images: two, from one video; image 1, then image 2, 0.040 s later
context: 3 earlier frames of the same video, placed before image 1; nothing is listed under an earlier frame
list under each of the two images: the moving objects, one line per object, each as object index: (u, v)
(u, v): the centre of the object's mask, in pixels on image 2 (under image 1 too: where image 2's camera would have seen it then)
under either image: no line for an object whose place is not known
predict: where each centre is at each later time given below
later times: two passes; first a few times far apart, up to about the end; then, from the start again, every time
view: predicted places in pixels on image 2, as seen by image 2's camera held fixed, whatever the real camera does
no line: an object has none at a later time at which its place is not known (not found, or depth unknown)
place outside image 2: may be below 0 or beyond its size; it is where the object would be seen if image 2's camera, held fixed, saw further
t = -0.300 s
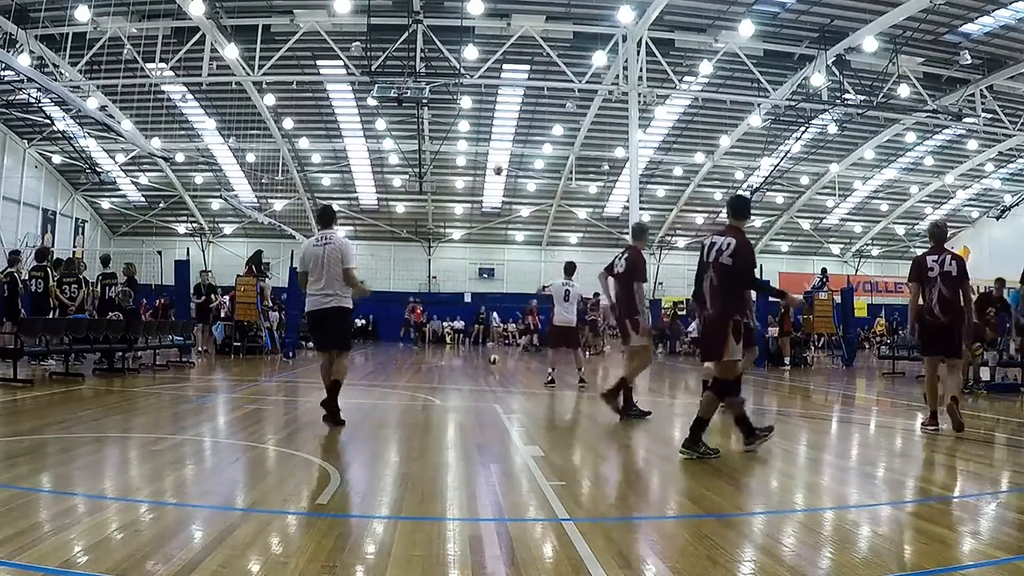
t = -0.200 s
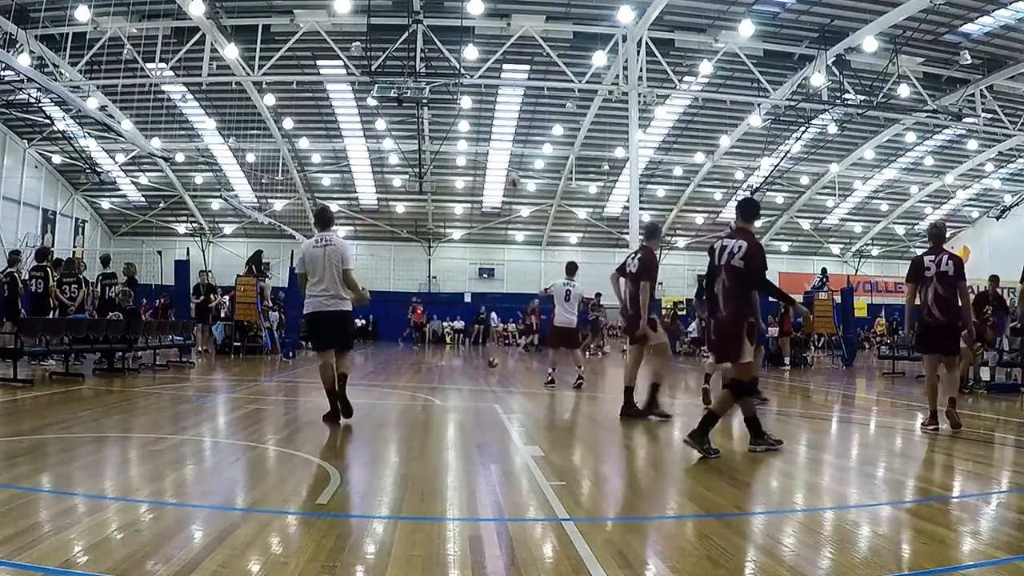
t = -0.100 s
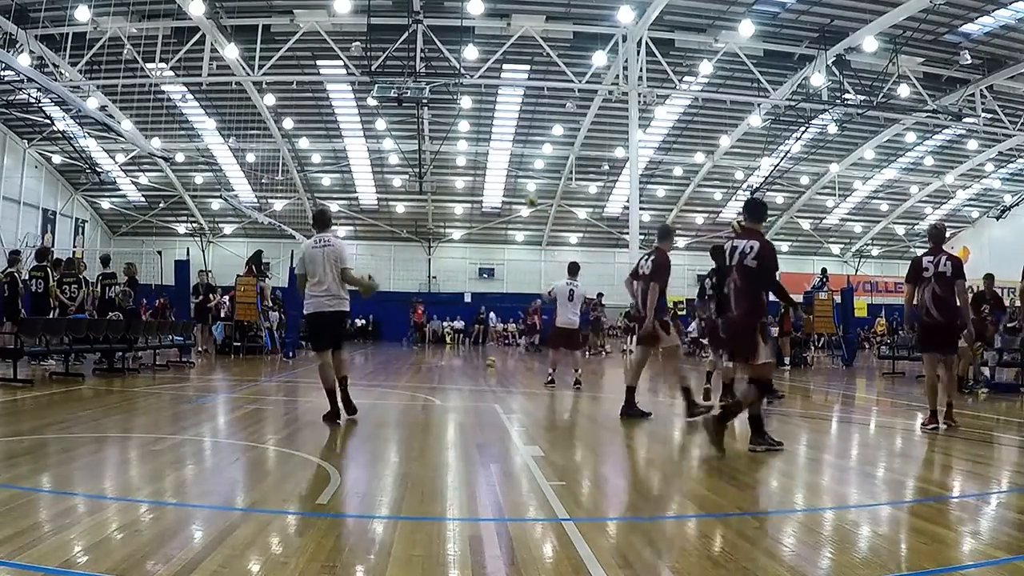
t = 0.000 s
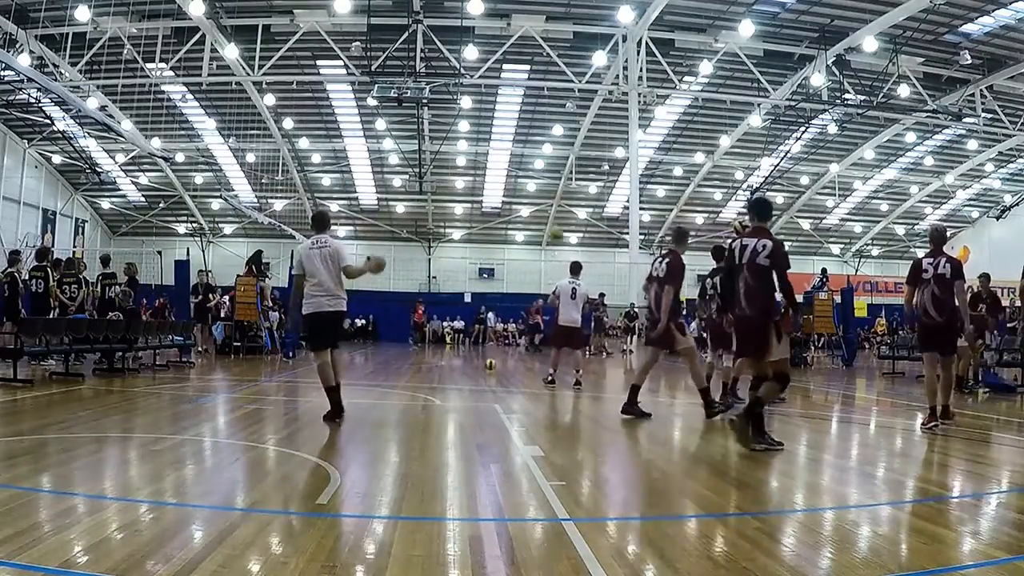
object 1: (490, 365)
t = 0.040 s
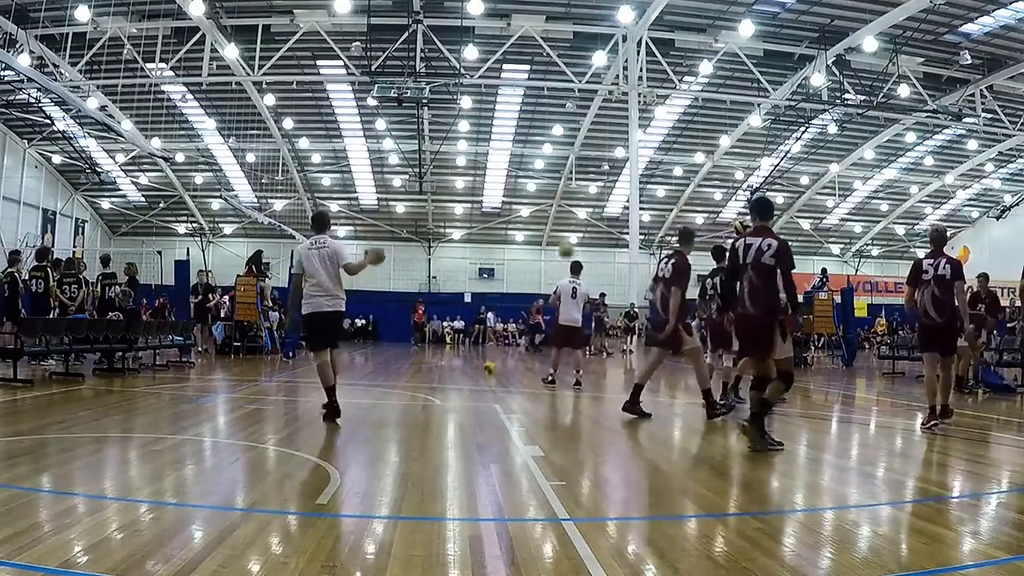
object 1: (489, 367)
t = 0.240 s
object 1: (487, 368)
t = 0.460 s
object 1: (484, 370)
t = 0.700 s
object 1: (479, 374)
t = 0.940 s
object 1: (475, 379)
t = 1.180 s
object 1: (469, 385)
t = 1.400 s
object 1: (463, 391)
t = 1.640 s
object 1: (455, 398)
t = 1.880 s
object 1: (446, 408)
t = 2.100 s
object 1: (436, 417)
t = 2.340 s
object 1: (422, 431)
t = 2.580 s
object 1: (403, 447)
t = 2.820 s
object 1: (379, 469)
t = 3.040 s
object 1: (345, 500)
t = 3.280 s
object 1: (293, 546)
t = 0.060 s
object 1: (489, 367)
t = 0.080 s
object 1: (489, 367)
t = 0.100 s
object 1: (489, 366)
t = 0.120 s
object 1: (489, 365)
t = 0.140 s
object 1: (488, 366)
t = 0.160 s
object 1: (488, 366)
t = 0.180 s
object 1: (488, 367)
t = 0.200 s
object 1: (487, 367)
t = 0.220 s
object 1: (487, 368)
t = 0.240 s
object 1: (487, 368)
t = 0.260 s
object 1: (487, 369)
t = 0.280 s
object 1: (487, 368)
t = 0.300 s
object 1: (486, 368)
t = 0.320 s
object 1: (486, 368)
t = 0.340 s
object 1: (486, 369)
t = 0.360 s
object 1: (484, 369)
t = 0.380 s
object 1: (485, 369)
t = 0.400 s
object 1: (485, 370)
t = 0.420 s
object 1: (485, 371)
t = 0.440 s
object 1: (484, 371)
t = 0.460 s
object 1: (484, 370)
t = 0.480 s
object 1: (484, 370)
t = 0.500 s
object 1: (484, 371)
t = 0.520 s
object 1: (483, 371)
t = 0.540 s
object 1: (481, 372)
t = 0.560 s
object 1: (482, 372)
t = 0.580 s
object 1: (482, 373)
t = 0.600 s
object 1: (481, 374)
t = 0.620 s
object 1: (481, 375)
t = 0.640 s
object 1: (481, 375)
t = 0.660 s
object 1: (480, 375)
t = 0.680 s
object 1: (480, 375)
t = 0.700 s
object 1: (479, 374)
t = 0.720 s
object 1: (479, 375)
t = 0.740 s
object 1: (479, 376)
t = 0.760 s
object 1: (479, 376)
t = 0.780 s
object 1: (478, 377)
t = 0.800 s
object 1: (478, 378)
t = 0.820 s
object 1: (477, 378)
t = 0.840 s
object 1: (477, 378)
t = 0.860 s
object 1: (476, 378)
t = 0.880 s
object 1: (476, 378)
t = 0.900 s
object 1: (476, 378)
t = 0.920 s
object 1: (475, 379)
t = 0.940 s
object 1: (475, 379)
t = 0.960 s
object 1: (474, 381)
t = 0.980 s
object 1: (474, 381)
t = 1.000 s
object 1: (474, 381)
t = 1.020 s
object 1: (473, 381)
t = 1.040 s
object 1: (473, 381)
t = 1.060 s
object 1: (472, 381)
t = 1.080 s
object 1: (471, 382)
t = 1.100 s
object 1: (471, 384)
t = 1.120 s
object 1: (470, 384)
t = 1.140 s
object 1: (470, 385)
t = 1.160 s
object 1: (469, 385)
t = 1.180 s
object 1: (469, 385)
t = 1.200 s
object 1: (469, 385)
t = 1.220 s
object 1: (468, 386)
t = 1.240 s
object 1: (467, 386)
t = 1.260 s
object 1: (466, 388)
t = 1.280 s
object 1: (466, 389)
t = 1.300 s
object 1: (466, 390)
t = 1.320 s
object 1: (465, 389)
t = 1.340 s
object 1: (465, 389)
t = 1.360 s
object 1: (464, 389)
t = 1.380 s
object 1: (464, 390)
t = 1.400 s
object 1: (463, 391)
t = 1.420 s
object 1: (462, 391)
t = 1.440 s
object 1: (462, 394)
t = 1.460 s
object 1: (461, 393)
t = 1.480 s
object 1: (460, 393)
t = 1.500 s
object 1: (460, 393)
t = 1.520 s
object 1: (459, 393)
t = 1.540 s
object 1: (459, 394)
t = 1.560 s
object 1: (458, 395)
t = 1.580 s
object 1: (458, 398)
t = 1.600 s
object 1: (457, 397)
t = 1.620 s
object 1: (456, 398)
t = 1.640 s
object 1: (455, 398)
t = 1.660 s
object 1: (455, 399)
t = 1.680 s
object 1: (454, 400)
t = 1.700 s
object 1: (454, 401)
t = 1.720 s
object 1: (453, 402)
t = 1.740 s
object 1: (452, 402)
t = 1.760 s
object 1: (451, 403)
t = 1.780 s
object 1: (451, 404)
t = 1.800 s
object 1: (450, 404)
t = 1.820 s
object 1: (449, 406)
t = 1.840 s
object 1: (448, 406)
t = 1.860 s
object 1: (447, 407)
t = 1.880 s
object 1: (446, 408)
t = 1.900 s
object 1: (445, 409)
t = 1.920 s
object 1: (445, 410)
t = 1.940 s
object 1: (444, 410)
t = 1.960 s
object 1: (443, 411)
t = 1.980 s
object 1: (443, 412)
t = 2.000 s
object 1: (441, 414)
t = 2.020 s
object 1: (440, 415)
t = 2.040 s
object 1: (439, 415)
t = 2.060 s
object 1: (438, 415)
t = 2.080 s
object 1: (437, 417)
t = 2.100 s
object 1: (436, 417)
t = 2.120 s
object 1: (435, 418)
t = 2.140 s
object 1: (434, 419)
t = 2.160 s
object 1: (433, 421)
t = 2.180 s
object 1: (432, 422)
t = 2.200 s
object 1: (431, 422)
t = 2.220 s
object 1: (430, 423)
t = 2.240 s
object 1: (429, 423)
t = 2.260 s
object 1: (428, 426)
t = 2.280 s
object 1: (425, 428)
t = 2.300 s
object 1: (424, 429)
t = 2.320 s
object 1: (423, 430)
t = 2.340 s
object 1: (422, 431)
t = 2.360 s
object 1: (421, 432)
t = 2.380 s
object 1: (420, 433)
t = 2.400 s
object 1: (418, 436)
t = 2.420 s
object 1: (416, 436)
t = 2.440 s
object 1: (416, 437)
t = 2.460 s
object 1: (413, 438)
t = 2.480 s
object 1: (412, 440)
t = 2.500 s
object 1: (410, 442)
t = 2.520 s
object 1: (408, 442)
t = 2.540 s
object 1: (407, 443)
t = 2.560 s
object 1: (405, 446)
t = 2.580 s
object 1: (403, 447)
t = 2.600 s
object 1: (402, 449)
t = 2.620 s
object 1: (399, 451)
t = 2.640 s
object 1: (398, 453)
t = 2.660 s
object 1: (395, 455)
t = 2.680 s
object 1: (394, 457)
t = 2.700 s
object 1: (392, 458)
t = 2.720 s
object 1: (389, 460)
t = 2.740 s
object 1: (387, 462)
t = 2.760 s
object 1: (385, 464)
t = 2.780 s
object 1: (382, 466)
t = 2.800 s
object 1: (380, 468)
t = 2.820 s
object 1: (379, 469)
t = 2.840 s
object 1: (375, 473)
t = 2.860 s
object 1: (373, 474)
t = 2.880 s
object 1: (370, 477)
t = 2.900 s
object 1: (367, 481)
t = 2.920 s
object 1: (365, 482)
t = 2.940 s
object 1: (362, 485)
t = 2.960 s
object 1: (358, 488)
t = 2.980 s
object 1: (355, 491)
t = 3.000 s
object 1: (352, 493)
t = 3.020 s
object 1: (349, 497)
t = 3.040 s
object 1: (345, 500)
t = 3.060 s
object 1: (341, 502)
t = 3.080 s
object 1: (338, 507)
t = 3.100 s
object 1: (335, 509)
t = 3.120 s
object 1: (331, 513)
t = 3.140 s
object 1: (326, 516)
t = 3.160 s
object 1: (322, 520)
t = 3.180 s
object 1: (318, 523)
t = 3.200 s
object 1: (312, 527)
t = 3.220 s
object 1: (308, 532)
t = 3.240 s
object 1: (303, 536)
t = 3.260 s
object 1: (299, 541)
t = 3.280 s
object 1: (293, 546)
